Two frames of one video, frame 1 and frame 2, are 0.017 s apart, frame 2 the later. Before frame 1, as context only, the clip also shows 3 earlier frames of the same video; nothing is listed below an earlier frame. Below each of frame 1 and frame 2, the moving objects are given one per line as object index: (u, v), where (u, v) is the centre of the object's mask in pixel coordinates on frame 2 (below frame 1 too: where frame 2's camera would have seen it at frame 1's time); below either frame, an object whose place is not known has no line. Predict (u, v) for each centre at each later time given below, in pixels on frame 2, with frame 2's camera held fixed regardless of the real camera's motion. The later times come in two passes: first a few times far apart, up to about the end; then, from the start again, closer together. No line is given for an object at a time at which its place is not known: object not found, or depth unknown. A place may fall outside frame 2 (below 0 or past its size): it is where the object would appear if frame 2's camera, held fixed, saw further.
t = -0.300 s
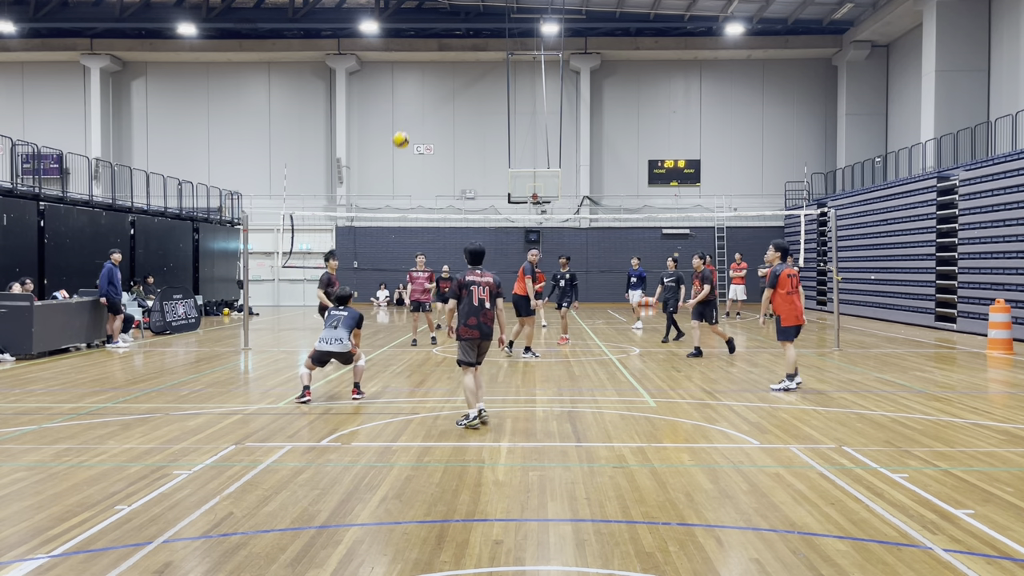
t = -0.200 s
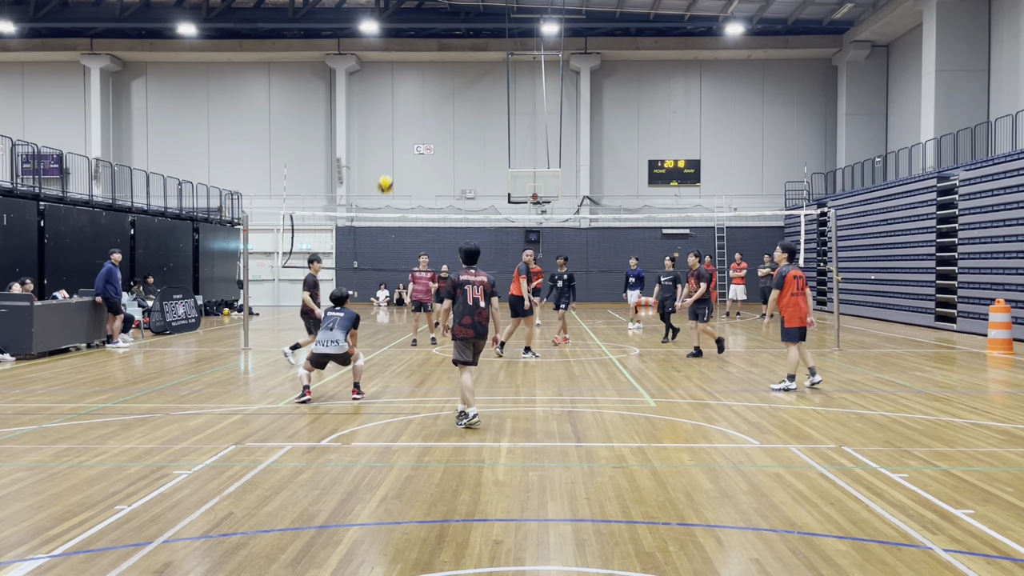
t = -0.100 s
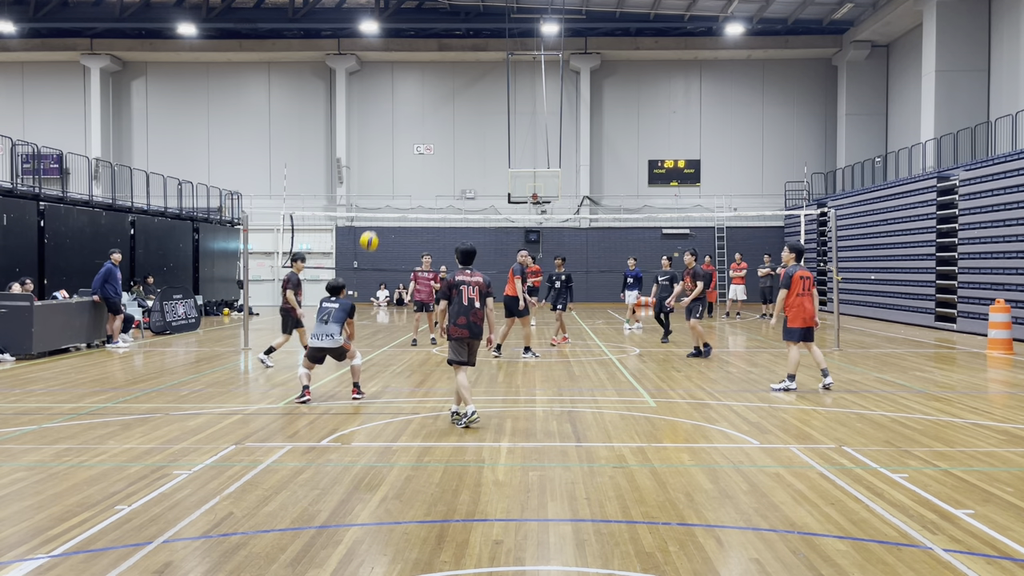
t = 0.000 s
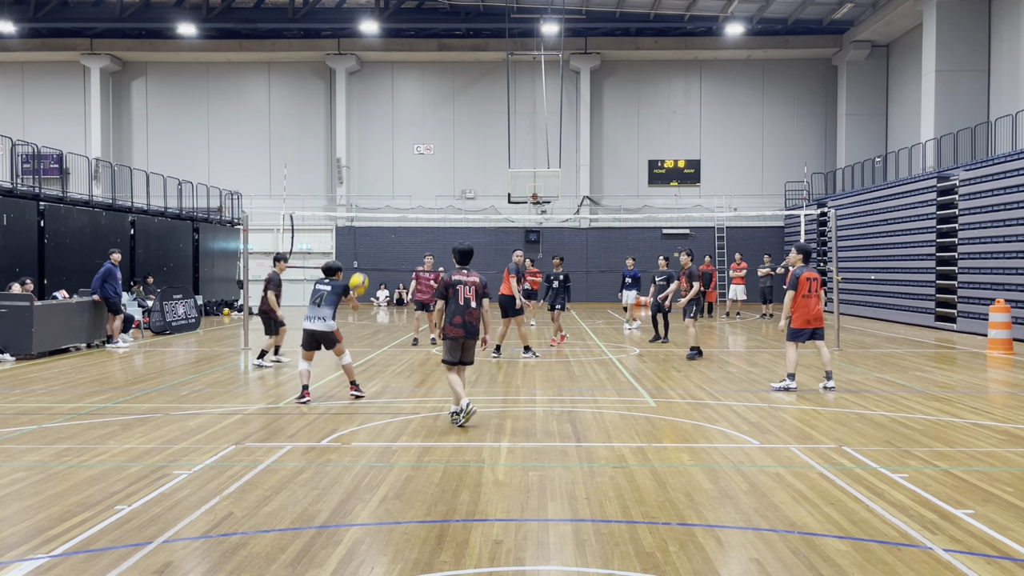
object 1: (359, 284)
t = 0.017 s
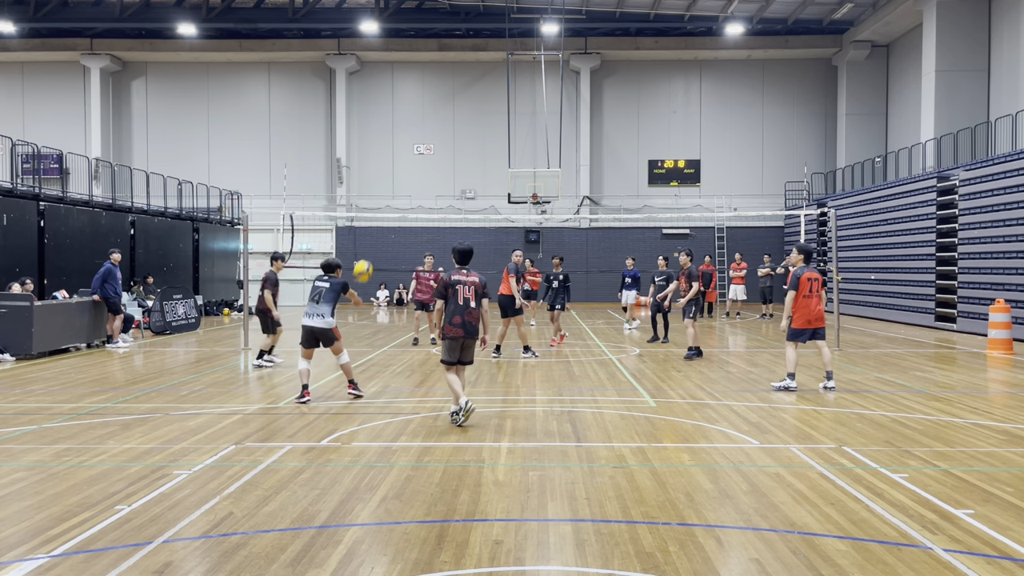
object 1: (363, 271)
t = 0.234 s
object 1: (414, 137)
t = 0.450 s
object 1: (457, 60)
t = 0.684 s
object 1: (499, 25)
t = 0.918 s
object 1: (536, 32)
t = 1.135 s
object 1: (566, 71)
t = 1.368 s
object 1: (595, 144)
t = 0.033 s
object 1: (367, 259)
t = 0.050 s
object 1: (371, 247)
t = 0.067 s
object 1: (375, 235)
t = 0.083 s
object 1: (379, 225)
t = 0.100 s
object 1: (383, 212)
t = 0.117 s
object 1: (387, 201)
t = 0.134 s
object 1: (391, 191)
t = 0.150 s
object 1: (395, 181)
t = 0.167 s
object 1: (399, 172)
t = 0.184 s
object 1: (402, 163)
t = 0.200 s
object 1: (406, 154)
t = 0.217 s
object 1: (409, 145)
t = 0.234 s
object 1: (414, 137)
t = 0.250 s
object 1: (417, 130)
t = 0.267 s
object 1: (421, 122)
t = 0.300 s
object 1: (428, 108)
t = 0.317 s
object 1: (431, 102)
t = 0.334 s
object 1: (435, 96)
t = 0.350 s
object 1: (438, 90)
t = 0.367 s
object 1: (441, 84)
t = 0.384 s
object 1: (445, 79)
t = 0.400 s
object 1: (448, 74)
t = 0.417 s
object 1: (451, 69)
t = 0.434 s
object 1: (454, 64)
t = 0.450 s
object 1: (457, 60)
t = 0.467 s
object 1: (461, 56)
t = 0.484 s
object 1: (463, 52)
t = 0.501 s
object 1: (467, 48)
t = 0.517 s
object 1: (470, 45)
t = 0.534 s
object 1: (473, 42)
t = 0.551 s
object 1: (475, 39)
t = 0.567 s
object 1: (478, 37)
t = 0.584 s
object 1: (481, 34)
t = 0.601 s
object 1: (484, 32)
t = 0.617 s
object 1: (487, 30)
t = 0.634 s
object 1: (490, 29)
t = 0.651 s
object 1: (493, 27)
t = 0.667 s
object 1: (496, 26)
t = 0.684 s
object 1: (499, 25)
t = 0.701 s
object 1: (501, 24)
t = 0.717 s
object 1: (504, 23)
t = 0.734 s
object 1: (507, 23)
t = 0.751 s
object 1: (510, 23)
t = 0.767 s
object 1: (512, 23)
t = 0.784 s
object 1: (515, 23)
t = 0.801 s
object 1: (518, 23)
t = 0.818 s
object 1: (520, 24)
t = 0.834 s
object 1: (523, 25)
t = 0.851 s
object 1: (526, 26)
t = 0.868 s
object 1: (528, 27)
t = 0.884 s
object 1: (531, 28)
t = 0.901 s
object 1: (533, 30)
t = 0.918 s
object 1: (536, 32)
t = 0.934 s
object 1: (538, 34)
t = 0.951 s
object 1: (540, 37)
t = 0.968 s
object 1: (543, 39)
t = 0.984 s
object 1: (546, 41)
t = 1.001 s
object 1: (548, 44)
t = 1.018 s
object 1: (550, 46)
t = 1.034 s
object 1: (553, 49)
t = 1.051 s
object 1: (555, 53)
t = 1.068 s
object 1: (557, 56)
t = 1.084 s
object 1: (560, 60)
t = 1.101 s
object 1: (562, 63)
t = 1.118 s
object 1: (564, 67)
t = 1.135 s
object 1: (566, 71)
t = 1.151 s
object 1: (568, 75)
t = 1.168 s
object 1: (571, 80)
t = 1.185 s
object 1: (573, 84)
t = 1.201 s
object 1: (575, 89)
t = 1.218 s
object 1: (577, 94)
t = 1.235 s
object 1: (579, 99)
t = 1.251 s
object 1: (581, 104)
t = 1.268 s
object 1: (583, 109)
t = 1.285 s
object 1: (585, 115)
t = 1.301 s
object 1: (587, 120)
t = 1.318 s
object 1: (589, 126)
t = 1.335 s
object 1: (592, 132)
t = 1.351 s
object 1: (593, 138)
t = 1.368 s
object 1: (595, 144)
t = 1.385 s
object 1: (597, 150)
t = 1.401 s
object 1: (599, 156)
